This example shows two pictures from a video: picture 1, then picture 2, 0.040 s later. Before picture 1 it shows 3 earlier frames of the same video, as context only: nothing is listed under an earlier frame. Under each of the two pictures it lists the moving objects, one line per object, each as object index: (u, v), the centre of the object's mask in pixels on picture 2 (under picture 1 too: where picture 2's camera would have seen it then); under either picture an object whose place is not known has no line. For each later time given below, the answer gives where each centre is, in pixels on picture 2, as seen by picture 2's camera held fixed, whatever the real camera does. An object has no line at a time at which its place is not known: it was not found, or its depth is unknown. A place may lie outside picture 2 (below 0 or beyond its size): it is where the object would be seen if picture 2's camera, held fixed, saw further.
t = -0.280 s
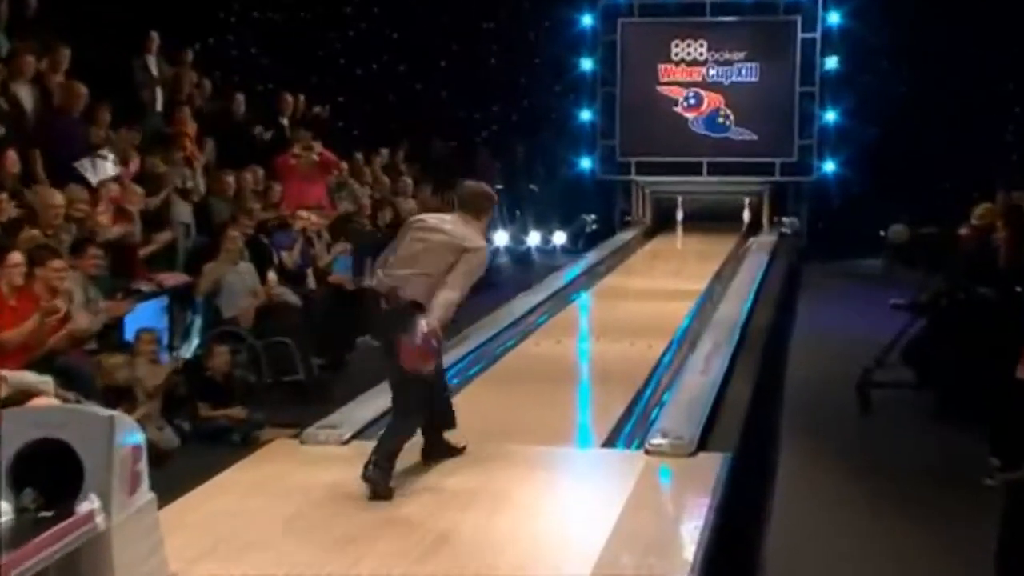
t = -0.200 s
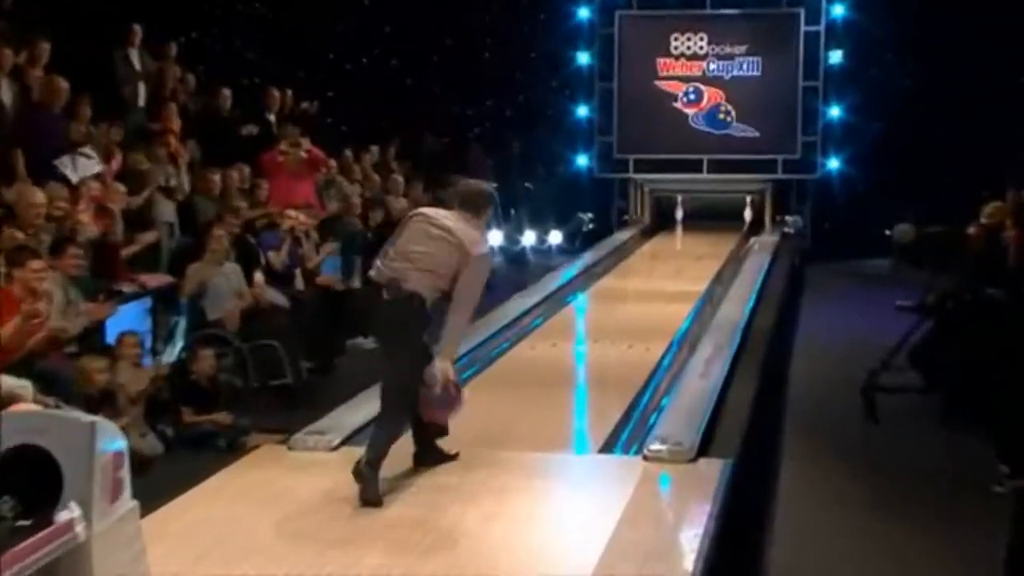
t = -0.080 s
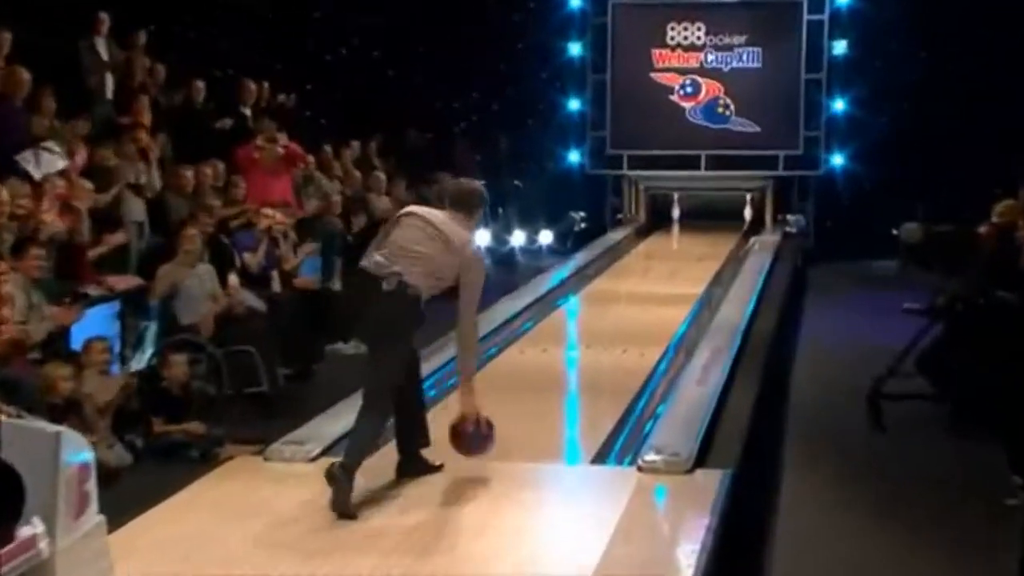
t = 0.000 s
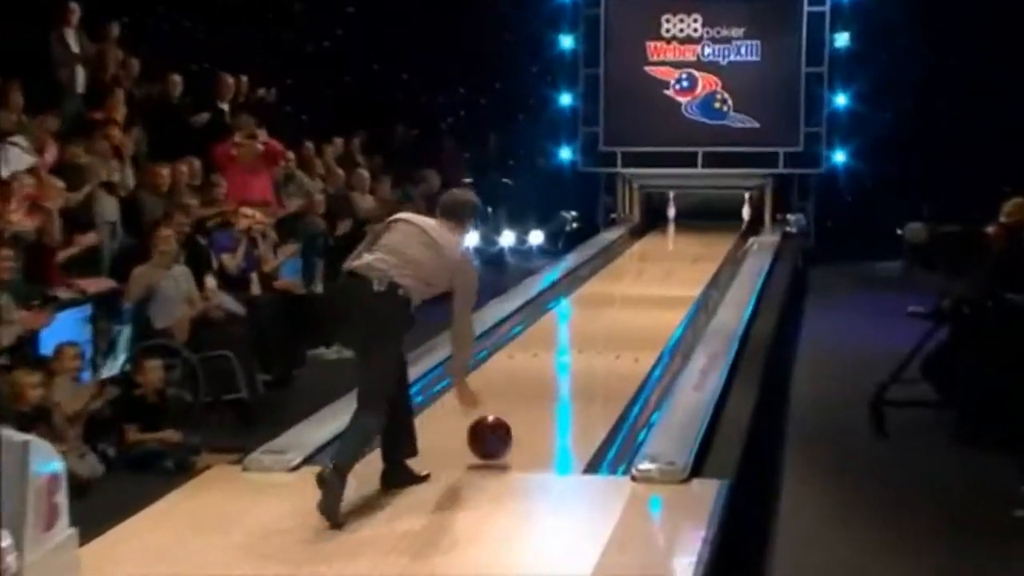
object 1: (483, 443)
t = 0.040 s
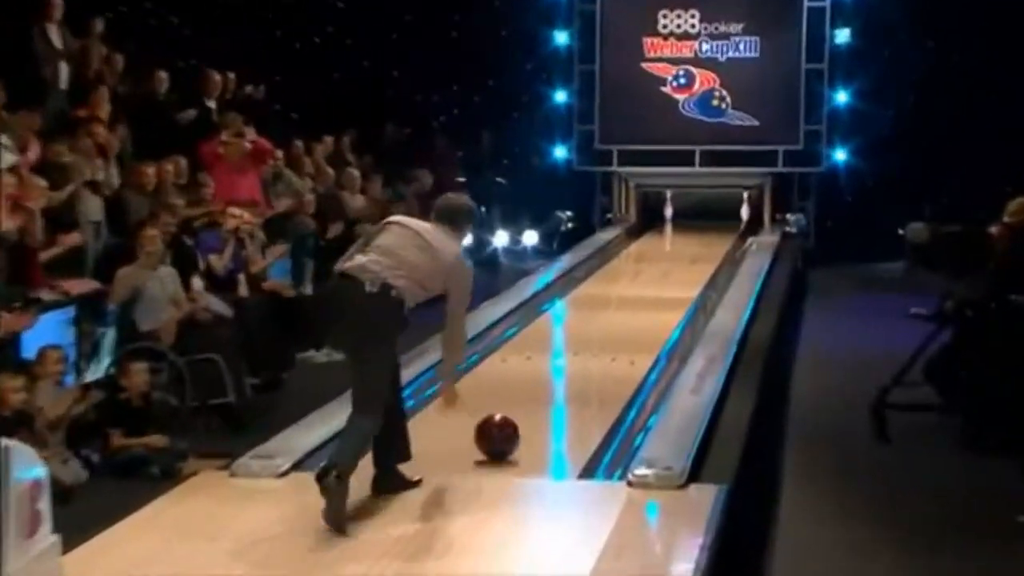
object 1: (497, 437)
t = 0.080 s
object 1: (511, 429)
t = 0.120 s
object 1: (523, 421)
